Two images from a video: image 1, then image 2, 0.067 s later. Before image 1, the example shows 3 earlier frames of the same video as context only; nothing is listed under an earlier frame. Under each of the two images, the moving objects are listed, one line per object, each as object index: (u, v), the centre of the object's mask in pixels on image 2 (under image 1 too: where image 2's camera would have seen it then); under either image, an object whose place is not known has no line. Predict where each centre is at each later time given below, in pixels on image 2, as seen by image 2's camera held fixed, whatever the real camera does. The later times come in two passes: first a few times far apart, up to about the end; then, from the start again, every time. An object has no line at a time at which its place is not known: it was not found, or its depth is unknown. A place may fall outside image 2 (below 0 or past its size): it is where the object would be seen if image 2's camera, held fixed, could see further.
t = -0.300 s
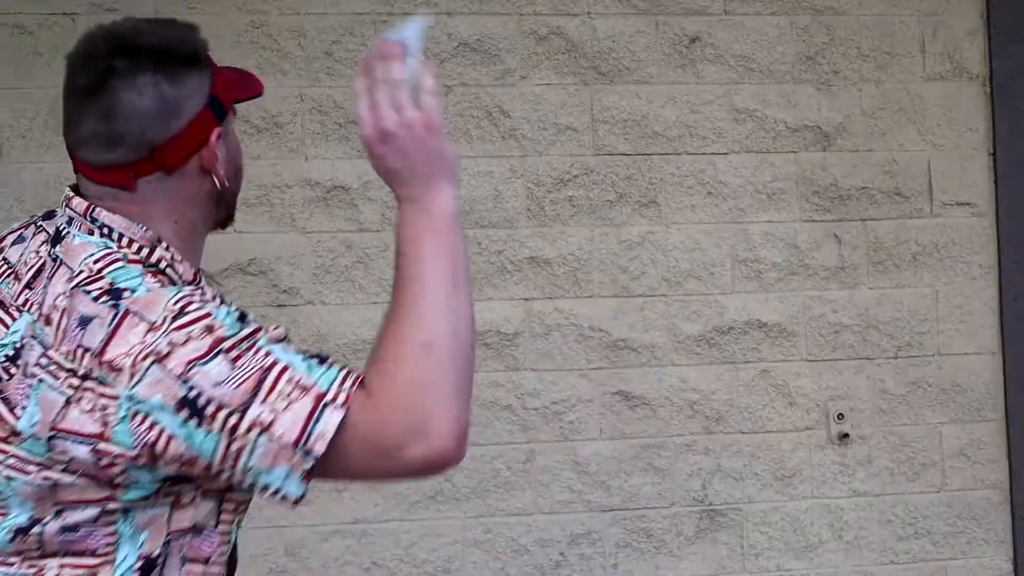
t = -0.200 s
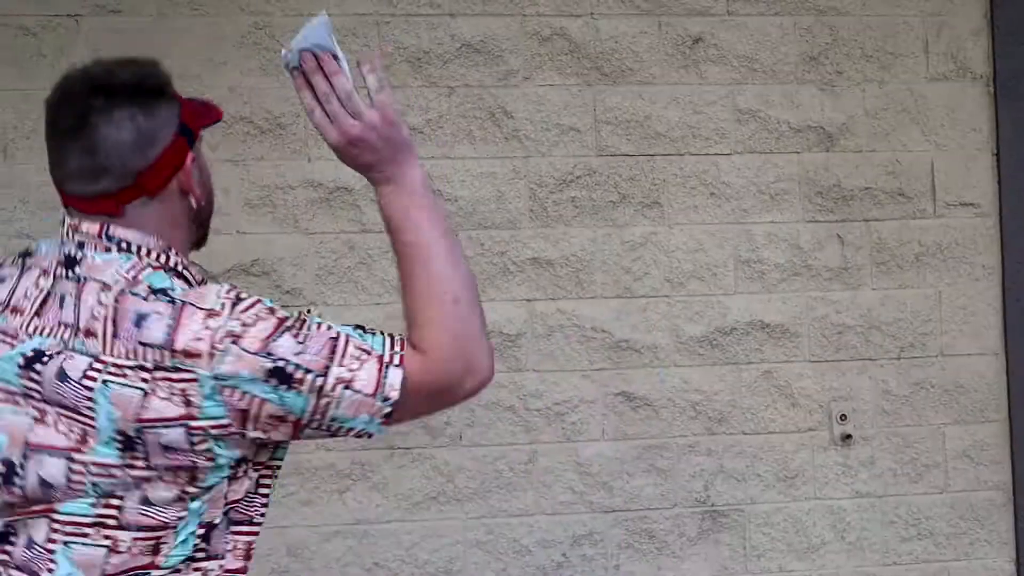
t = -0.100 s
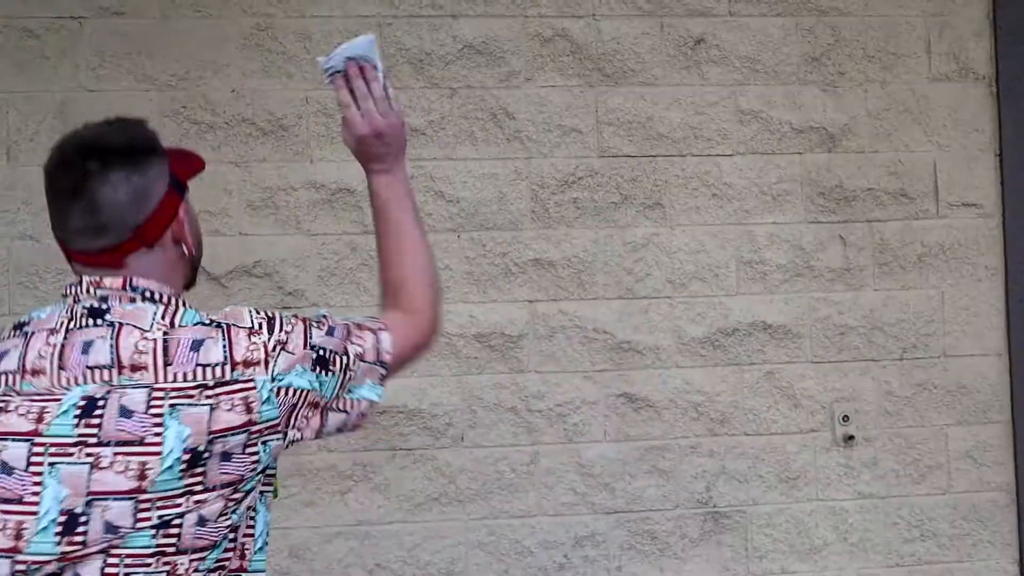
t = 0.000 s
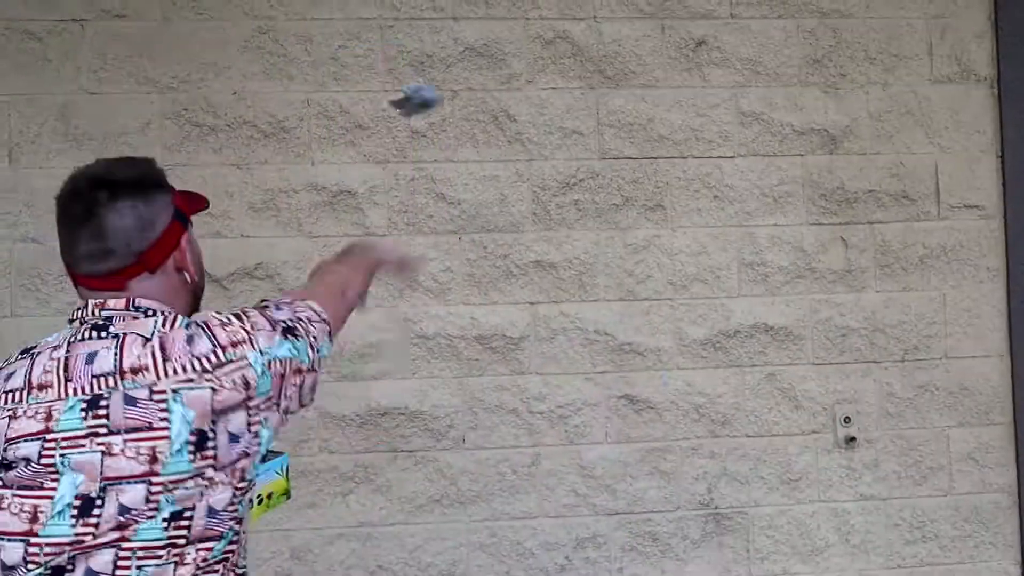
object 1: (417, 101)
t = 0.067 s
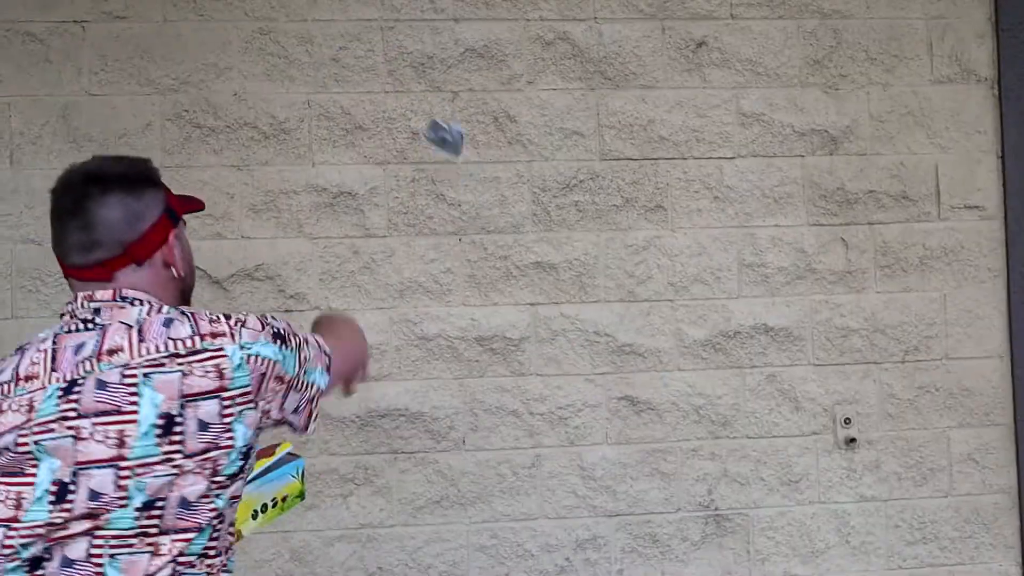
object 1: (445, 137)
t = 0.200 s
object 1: (462, 159)
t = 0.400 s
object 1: (476, 261)
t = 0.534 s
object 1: (488, 402)
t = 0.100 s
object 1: (456, 159)
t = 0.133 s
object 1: (458, 157)
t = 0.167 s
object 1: (459, 156)
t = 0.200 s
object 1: (462, 159)
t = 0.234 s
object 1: (464, 166)
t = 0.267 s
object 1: (467, 179)
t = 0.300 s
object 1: (469, 193)
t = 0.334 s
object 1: (471, 212)
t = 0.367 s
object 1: (473, 236)
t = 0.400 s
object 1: (476, 261)
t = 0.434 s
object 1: (481, 290)
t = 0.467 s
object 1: (485, 322)
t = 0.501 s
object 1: (486, 358)
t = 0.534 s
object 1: (488, 402)
